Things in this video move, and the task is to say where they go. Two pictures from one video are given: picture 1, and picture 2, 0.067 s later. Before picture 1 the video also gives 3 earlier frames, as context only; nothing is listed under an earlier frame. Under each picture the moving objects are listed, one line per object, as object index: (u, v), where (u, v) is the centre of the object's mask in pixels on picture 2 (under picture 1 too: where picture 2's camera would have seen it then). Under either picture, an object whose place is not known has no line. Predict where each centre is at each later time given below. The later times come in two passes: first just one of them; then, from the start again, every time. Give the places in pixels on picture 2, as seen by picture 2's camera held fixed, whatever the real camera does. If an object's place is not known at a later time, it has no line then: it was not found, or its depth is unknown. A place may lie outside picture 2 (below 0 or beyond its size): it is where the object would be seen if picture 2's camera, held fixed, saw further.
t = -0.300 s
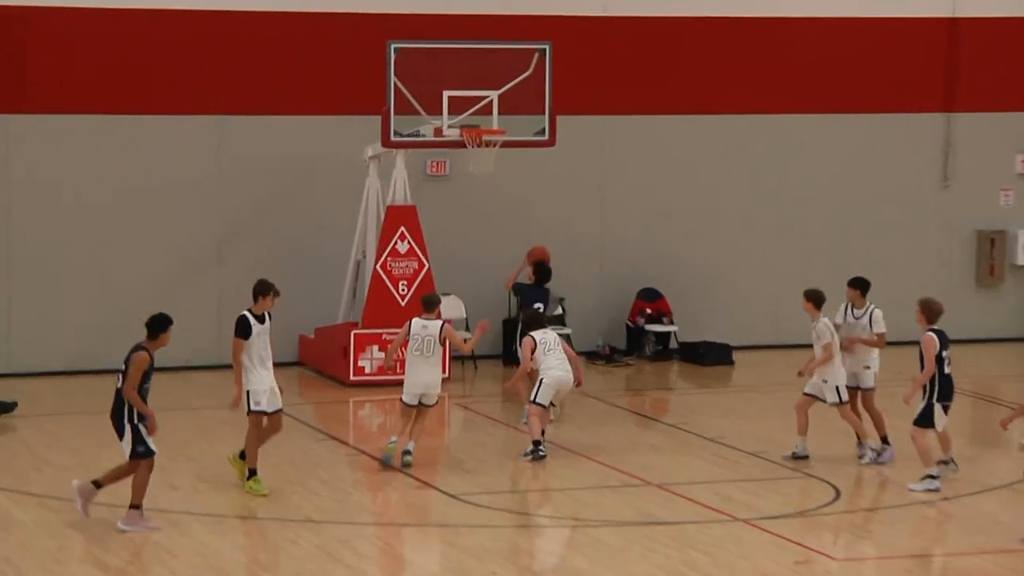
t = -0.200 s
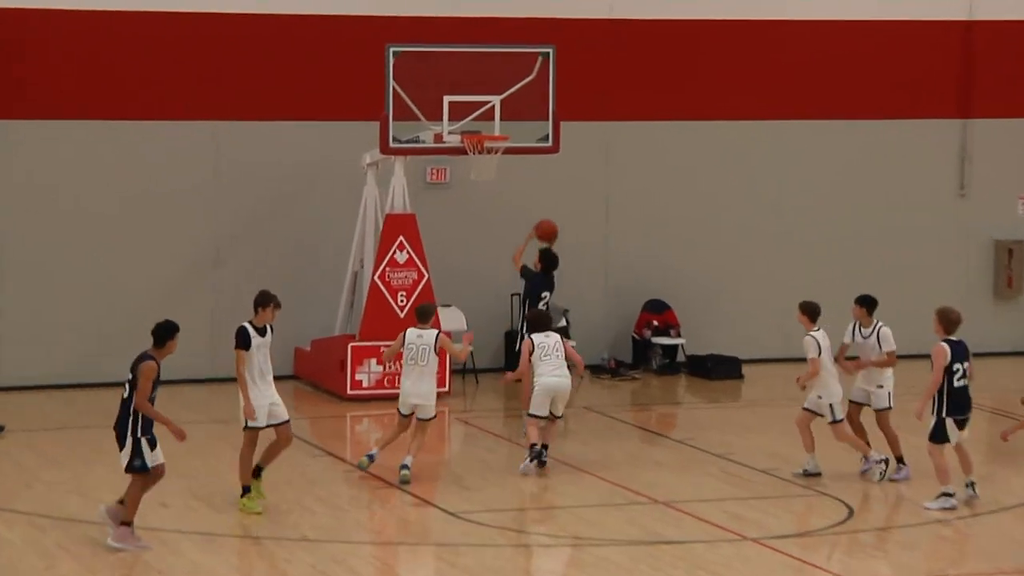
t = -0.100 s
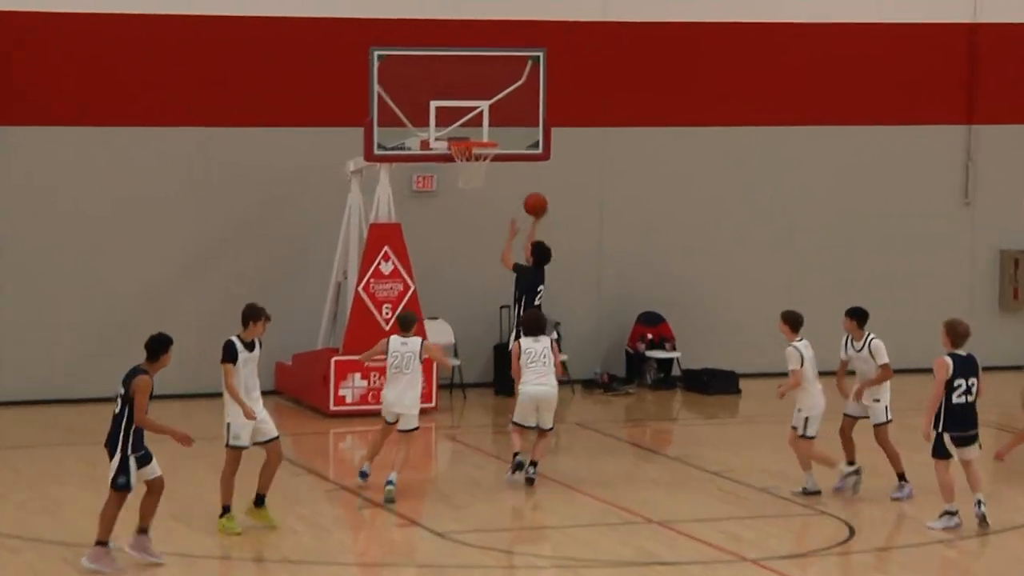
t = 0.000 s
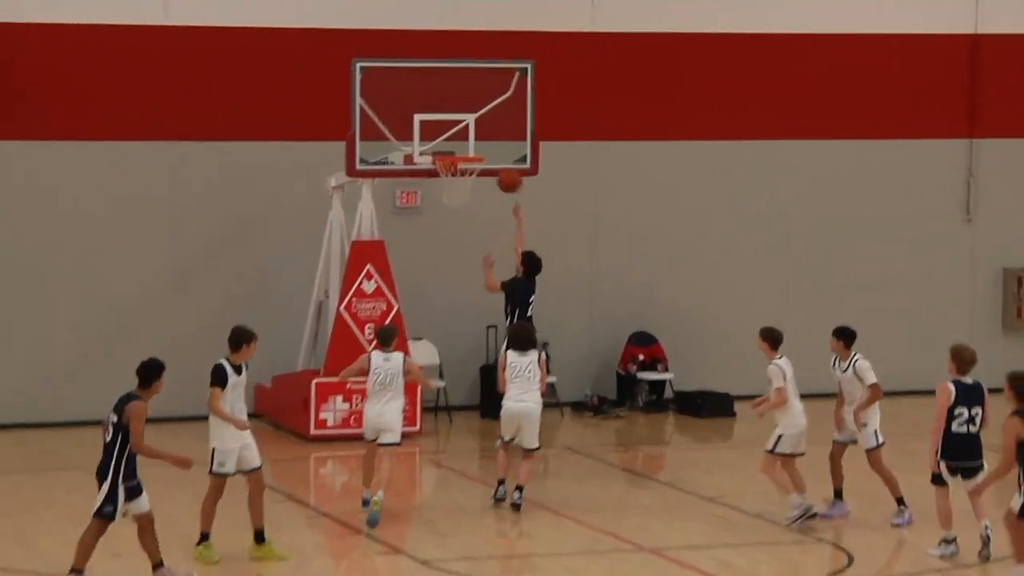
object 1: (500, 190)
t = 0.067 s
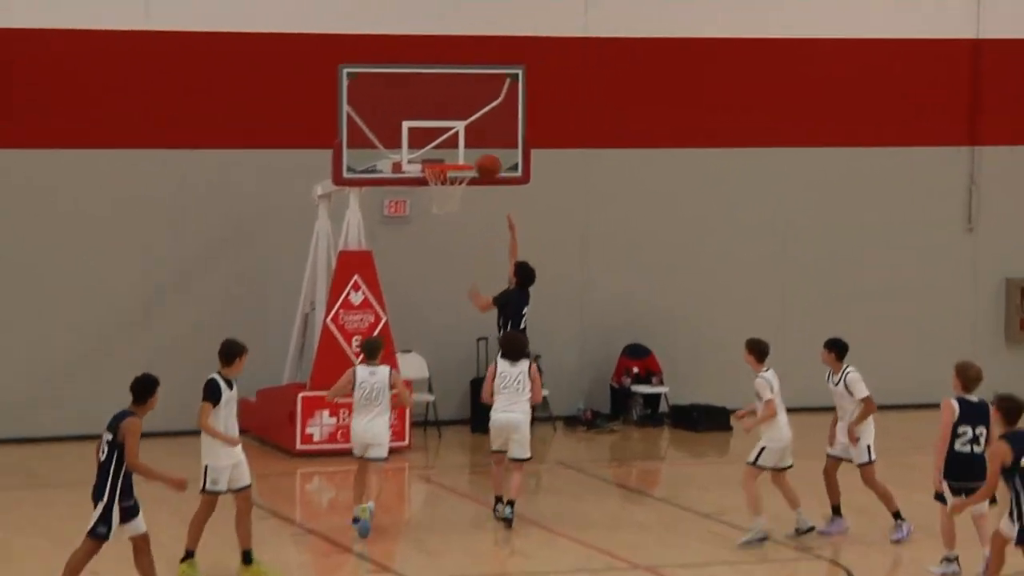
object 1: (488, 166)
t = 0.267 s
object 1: (466, 138)
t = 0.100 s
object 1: (483, 158)
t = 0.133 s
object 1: (477, 149)
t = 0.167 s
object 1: (471, 142)
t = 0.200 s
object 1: (470, 139)
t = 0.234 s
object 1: (468, 138)
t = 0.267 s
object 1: (466, 138)
